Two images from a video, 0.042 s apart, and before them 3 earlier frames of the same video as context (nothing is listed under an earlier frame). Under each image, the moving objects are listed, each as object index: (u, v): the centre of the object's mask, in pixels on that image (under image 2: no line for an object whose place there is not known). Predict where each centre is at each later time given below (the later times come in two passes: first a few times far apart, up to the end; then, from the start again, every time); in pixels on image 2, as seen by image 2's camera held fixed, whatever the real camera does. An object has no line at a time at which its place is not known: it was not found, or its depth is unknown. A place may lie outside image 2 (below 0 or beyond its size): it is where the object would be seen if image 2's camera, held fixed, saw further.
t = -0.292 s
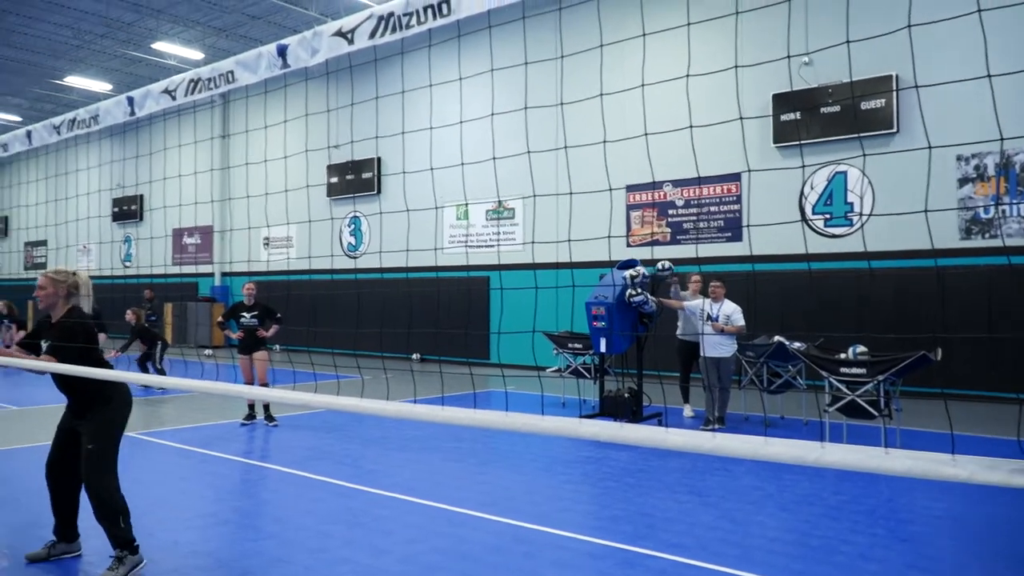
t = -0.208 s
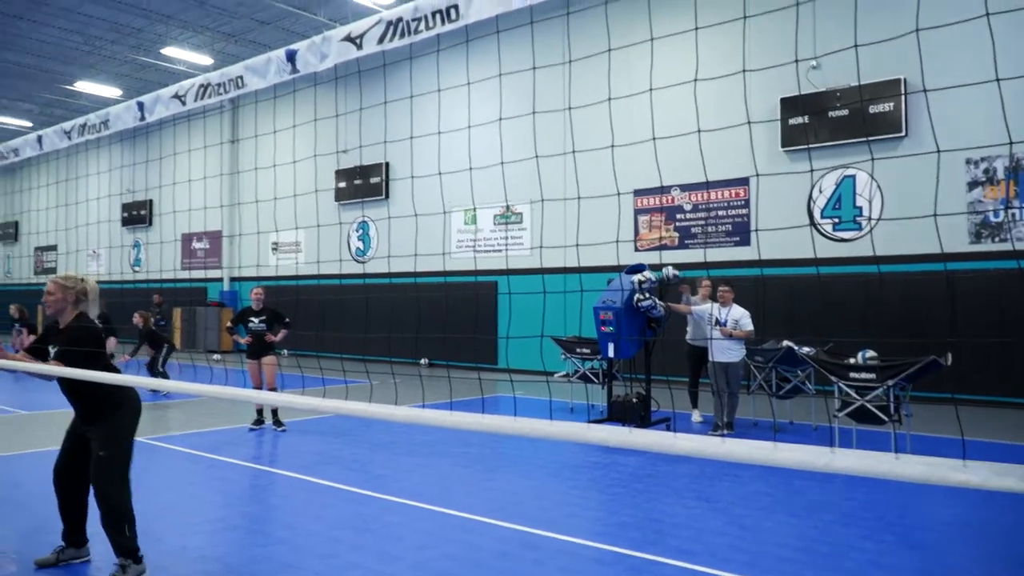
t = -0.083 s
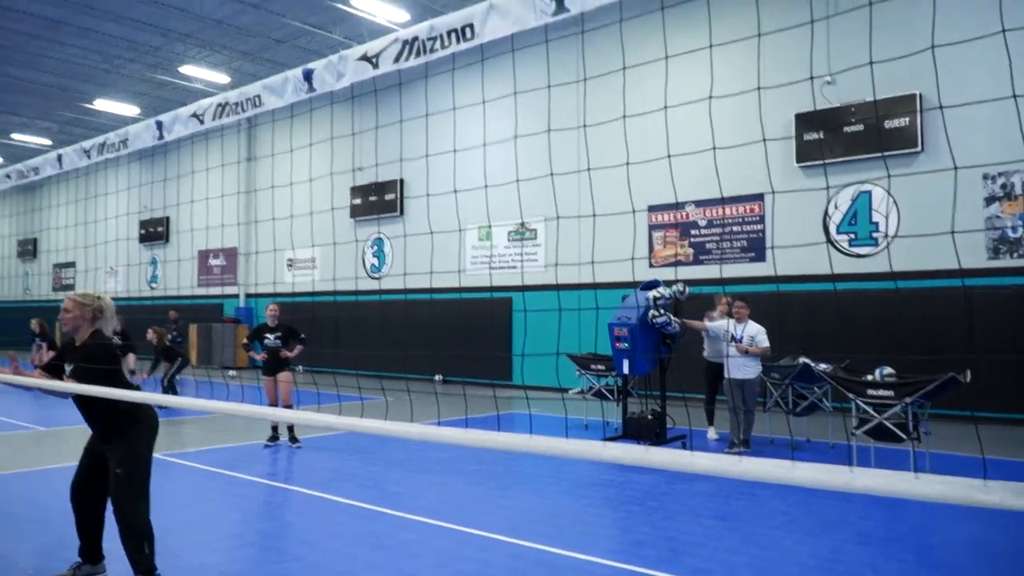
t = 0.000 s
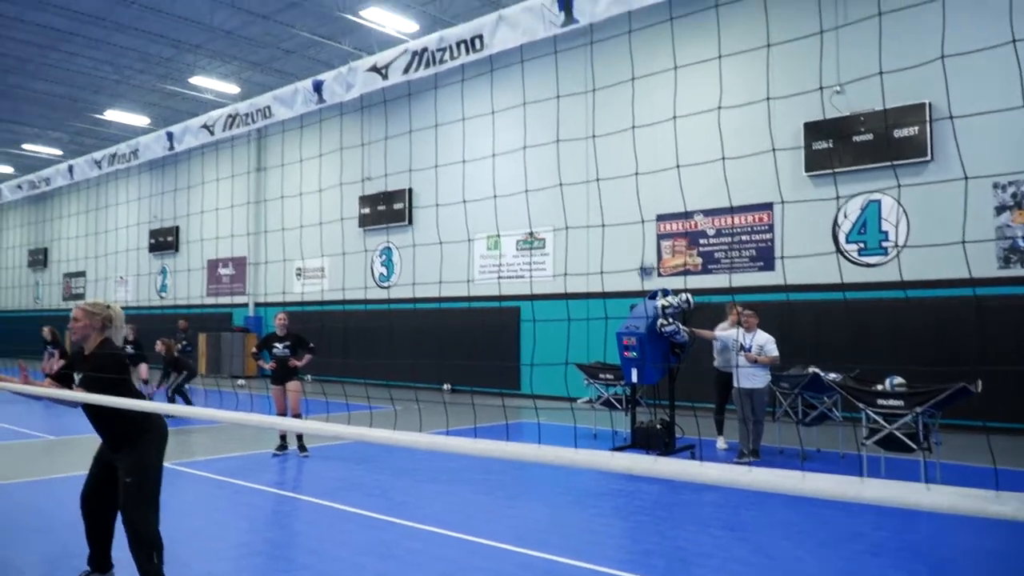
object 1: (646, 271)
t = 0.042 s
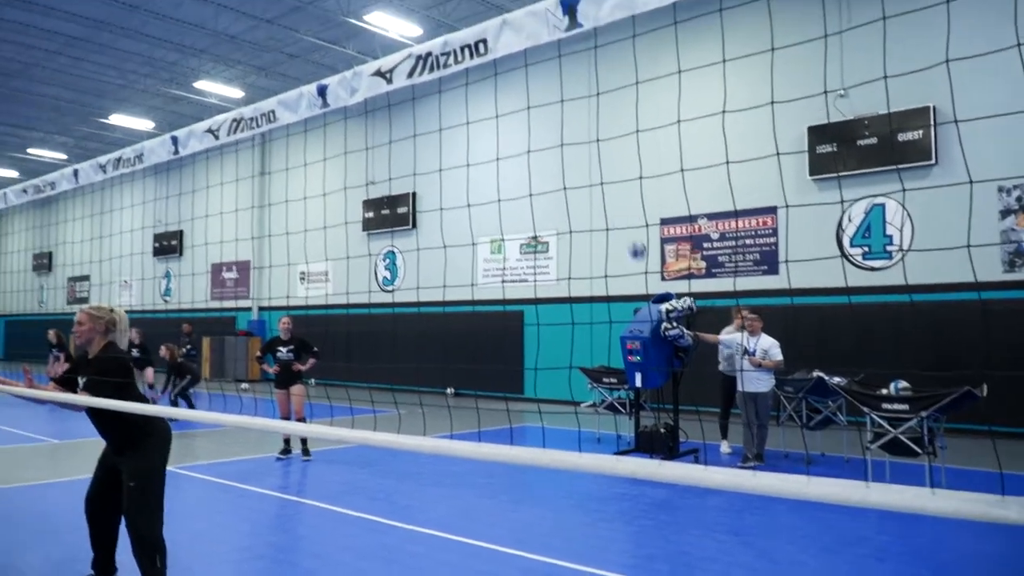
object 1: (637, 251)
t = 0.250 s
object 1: (570, 140)
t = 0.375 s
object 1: (522, 83)
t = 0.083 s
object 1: (625, 227)
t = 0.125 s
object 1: (613, 204)
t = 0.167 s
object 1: (598, 182)
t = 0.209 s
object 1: (584, 161)
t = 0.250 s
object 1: (570, 140)
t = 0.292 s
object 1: (554, 120)
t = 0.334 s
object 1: (538, 100)
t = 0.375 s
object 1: (522, 83)
